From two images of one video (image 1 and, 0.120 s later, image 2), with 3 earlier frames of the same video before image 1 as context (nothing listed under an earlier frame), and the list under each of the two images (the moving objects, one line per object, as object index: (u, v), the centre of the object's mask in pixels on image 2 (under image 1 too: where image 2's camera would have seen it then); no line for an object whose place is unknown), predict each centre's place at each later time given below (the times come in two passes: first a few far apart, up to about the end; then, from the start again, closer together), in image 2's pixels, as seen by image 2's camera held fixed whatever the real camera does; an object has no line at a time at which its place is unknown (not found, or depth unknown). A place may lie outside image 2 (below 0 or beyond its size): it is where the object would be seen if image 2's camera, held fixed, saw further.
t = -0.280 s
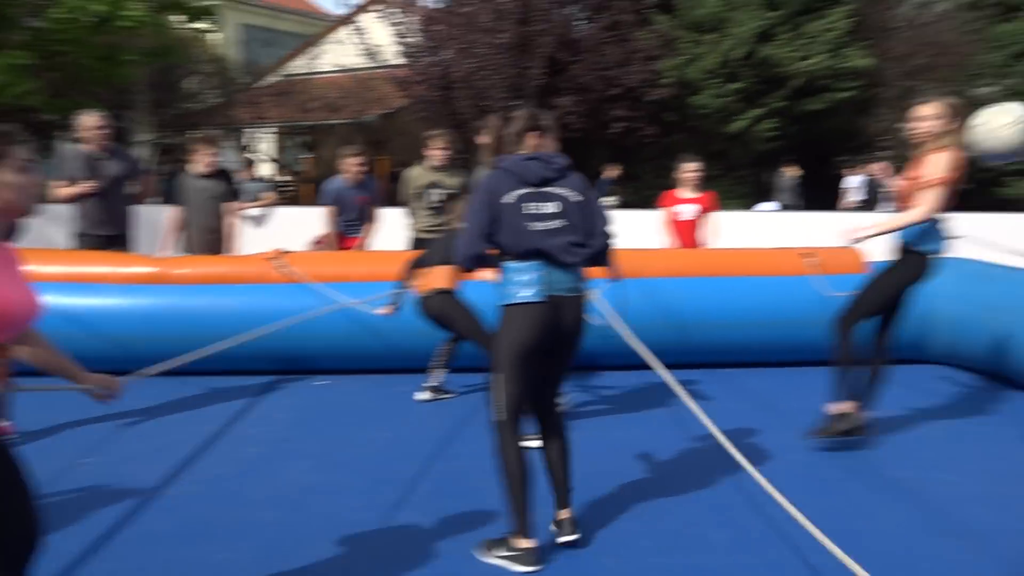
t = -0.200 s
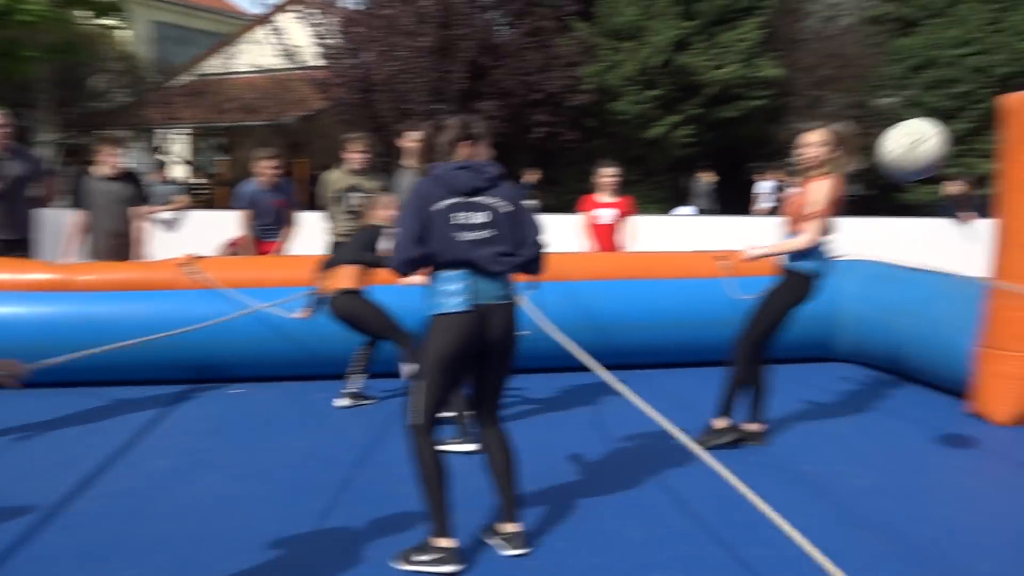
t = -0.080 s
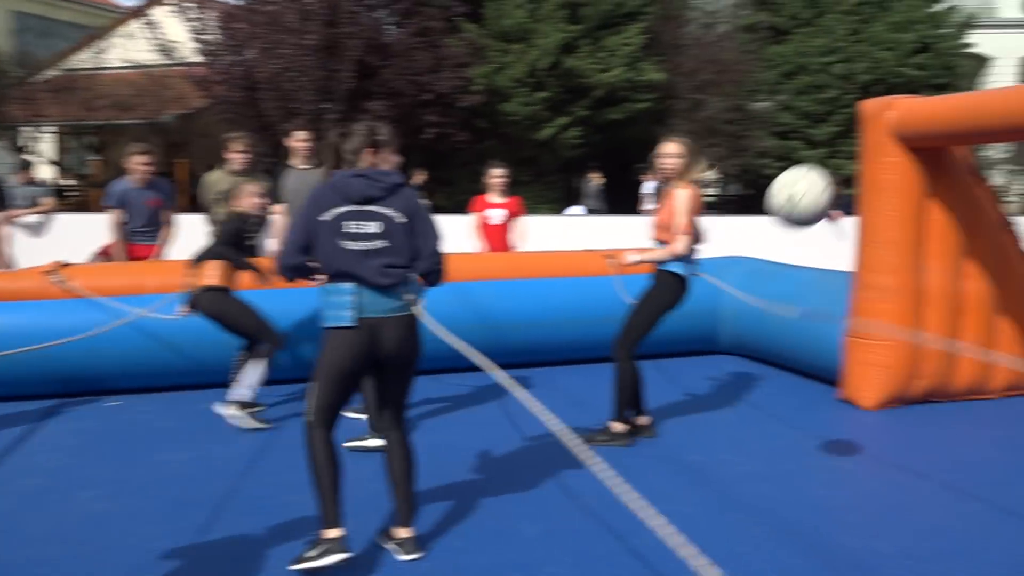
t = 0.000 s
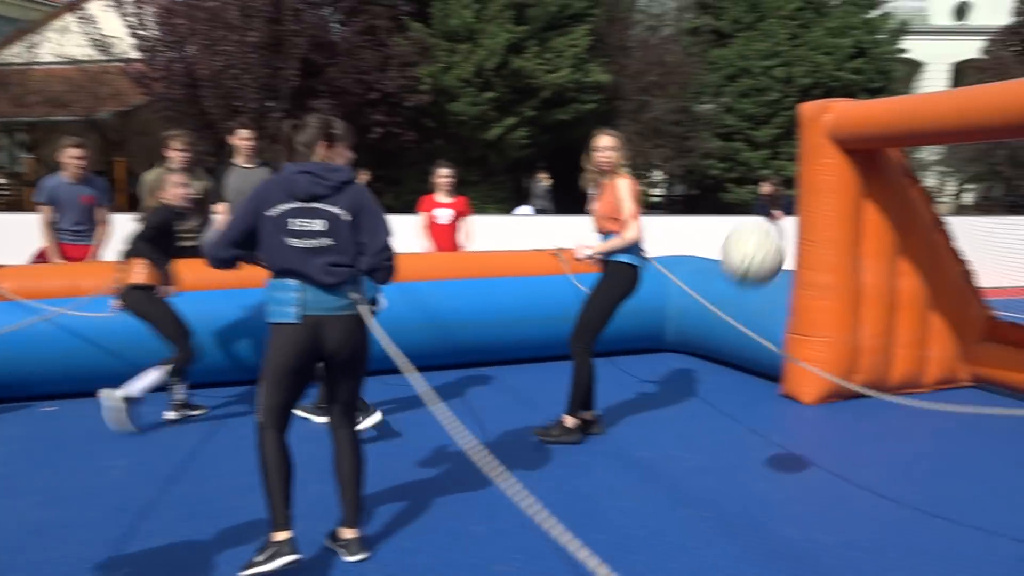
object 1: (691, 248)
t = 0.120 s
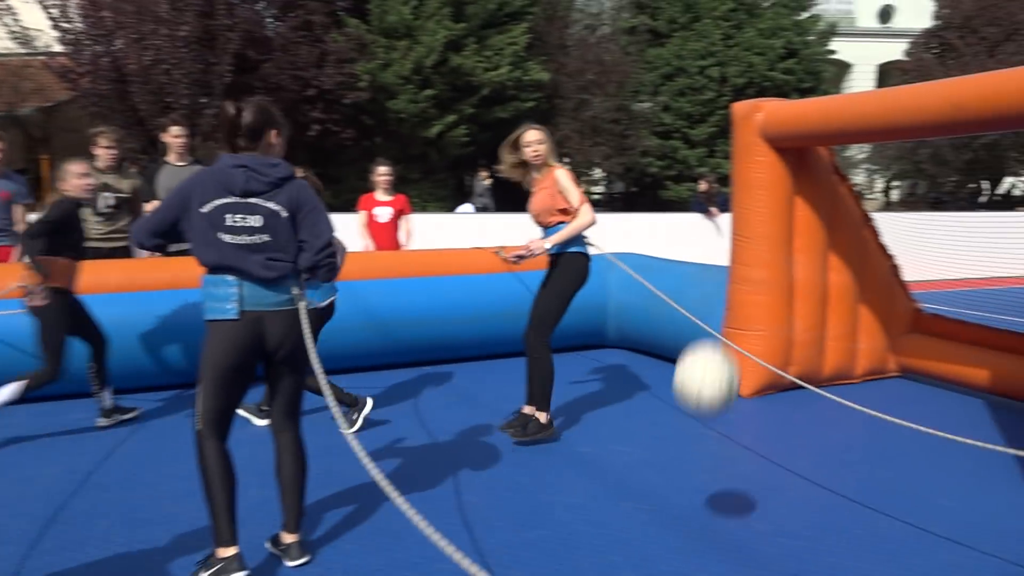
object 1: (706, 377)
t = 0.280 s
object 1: (734, 568)
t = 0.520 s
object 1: (814, 399)
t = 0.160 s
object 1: (712, 434)
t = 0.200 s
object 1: (718, 499)
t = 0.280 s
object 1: (734, 568)
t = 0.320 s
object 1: (746, 547)
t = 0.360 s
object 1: (759, 511)
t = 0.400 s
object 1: (772, 478)
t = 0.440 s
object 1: (785, 448)
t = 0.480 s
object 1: (799, 421)
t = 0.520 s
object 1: (814, 399)
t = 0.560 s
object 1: (829, 380)
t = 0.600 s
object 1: (846, 367)
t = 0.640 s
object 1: (863, 358)
